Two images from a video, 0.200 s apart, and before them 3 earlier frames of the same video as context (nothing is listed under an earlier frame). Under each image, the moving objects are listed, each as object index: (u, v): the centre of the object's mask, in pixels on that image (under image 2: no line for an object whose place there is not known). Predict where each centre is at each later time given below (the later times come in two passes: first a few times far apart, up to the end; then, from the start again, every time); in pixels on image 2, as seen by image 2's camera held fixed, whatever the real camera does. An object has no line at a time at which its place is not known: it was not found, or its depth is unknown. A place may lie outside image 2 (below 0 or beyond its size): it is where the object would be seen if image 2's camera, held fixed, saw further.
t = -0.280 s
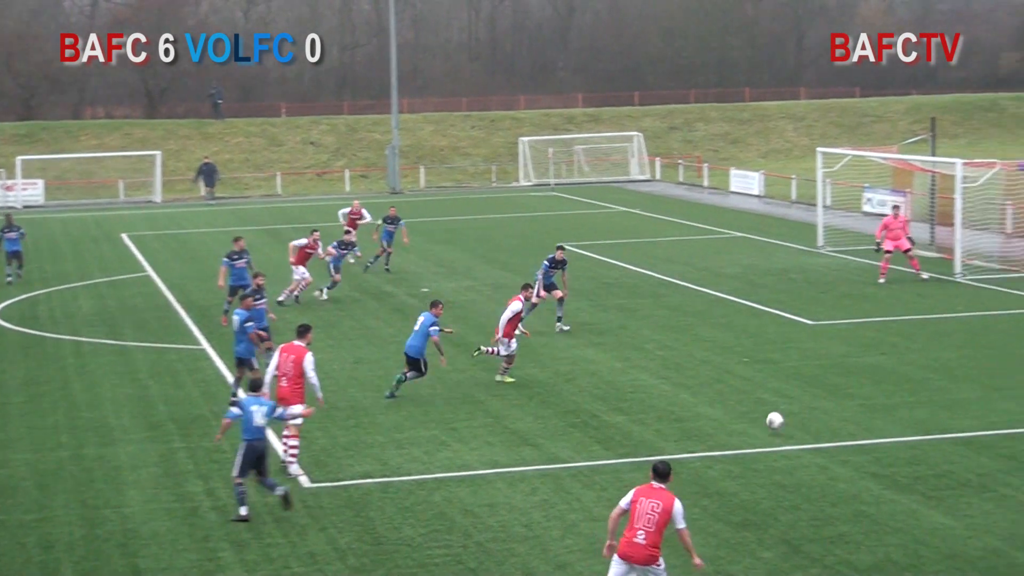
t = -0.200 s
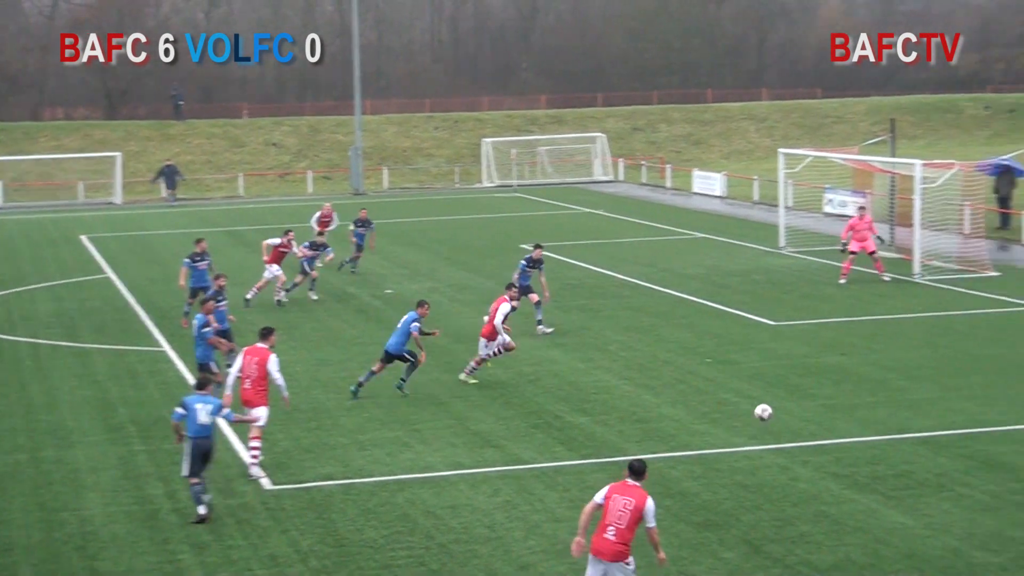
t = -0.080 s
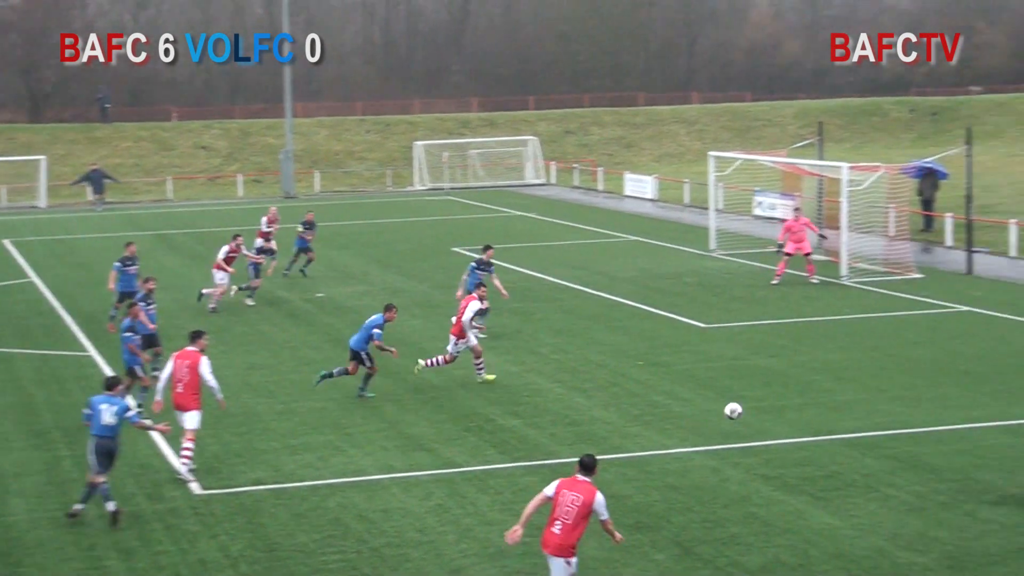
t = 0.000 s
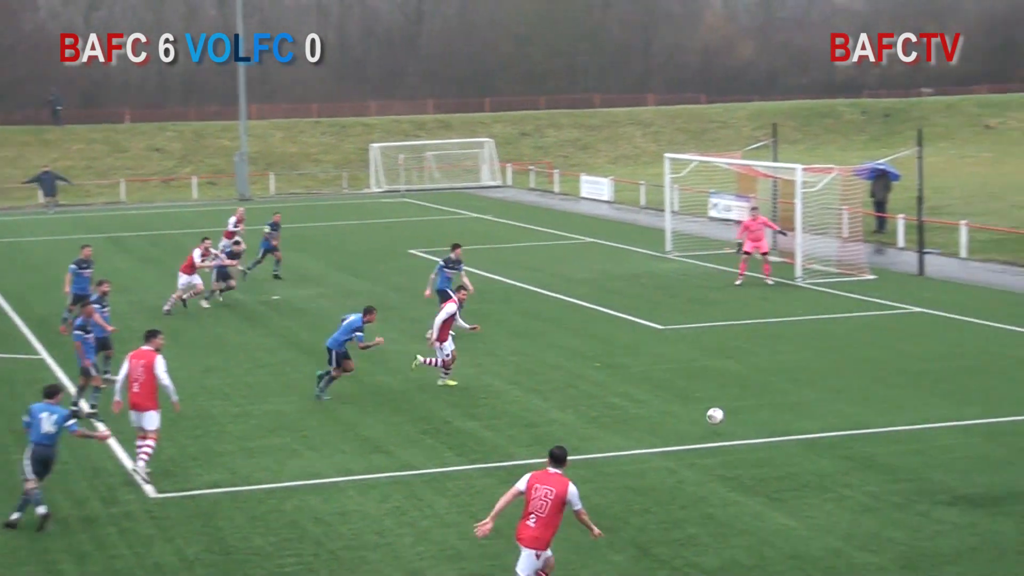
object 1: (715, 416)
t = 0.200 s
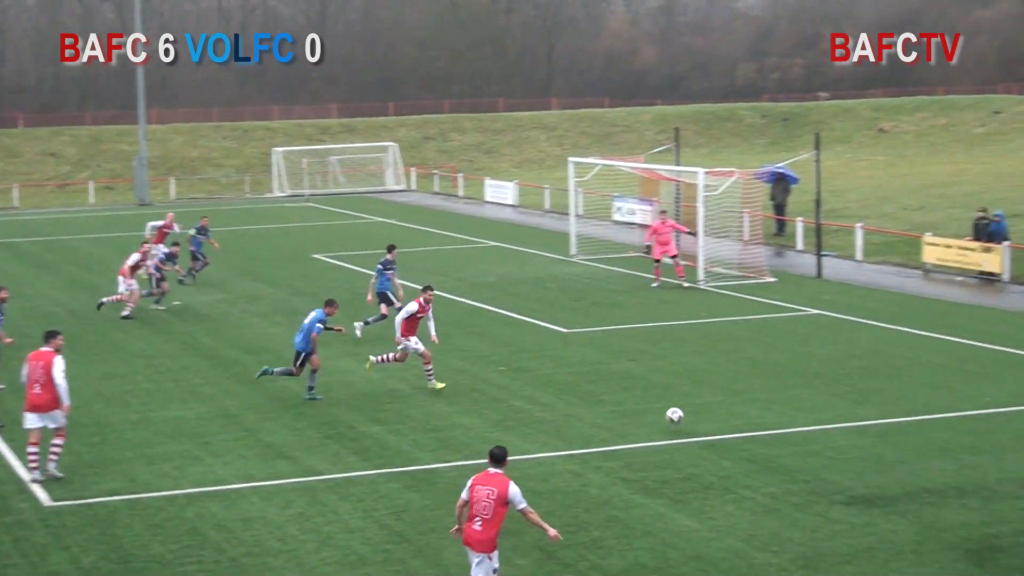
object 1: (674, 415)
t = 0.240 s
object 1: (683, 413)
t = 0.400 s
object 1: (720, 418)
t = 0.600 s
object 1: (760, 410)
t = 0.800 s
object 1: (800, 408)
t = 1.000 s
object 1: (837, 403)
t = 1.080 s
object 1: (852, 402)
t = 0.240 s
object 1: (683, 413)
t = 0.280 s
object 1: (692, 413)
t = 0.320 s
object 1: (702, 413)
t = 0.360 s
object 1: (710, 415)
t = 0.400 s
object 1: (720, 418)
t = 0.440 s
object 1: (728, 416)
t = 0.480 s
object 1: (736, 413)
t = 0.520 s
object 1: (744, 410)
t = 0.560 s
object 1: (752, 410)
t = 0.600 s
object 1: (760, 410)
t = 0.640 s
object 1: (768, 412)
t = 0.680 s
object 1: (776, 410)
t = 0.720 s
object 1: (784, 408)
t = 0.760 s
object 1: (792, 408)
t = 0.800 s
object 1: (800, 408)
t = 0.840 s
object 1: (808, 407)
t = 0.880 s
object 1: (815, 406)
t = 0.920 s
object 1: (822, 405)
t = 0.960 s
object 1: (830, 405)
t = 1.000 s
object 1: (837, 403)
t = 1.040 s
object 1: (845, 402)
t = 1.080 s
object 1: (852, 402)
